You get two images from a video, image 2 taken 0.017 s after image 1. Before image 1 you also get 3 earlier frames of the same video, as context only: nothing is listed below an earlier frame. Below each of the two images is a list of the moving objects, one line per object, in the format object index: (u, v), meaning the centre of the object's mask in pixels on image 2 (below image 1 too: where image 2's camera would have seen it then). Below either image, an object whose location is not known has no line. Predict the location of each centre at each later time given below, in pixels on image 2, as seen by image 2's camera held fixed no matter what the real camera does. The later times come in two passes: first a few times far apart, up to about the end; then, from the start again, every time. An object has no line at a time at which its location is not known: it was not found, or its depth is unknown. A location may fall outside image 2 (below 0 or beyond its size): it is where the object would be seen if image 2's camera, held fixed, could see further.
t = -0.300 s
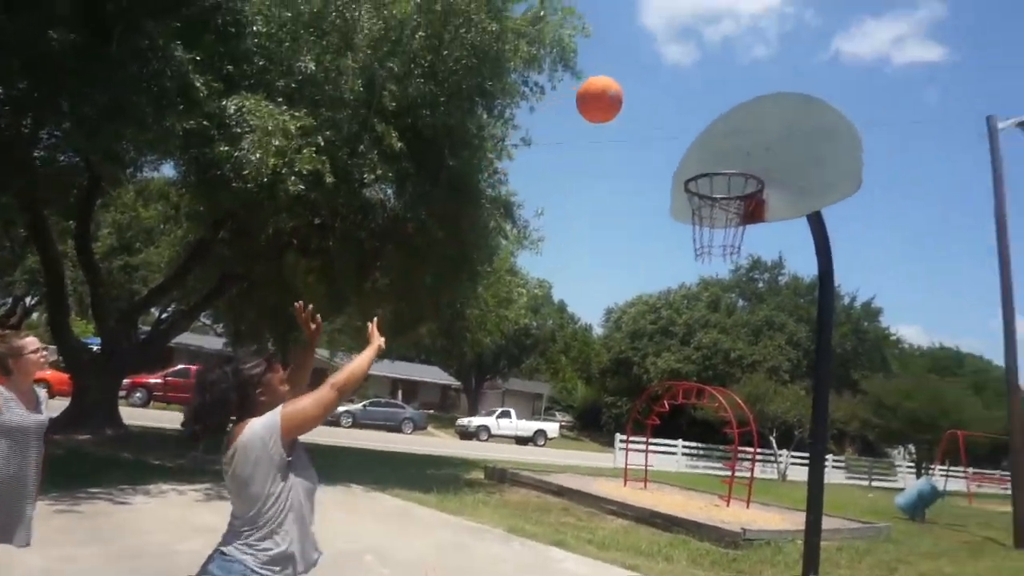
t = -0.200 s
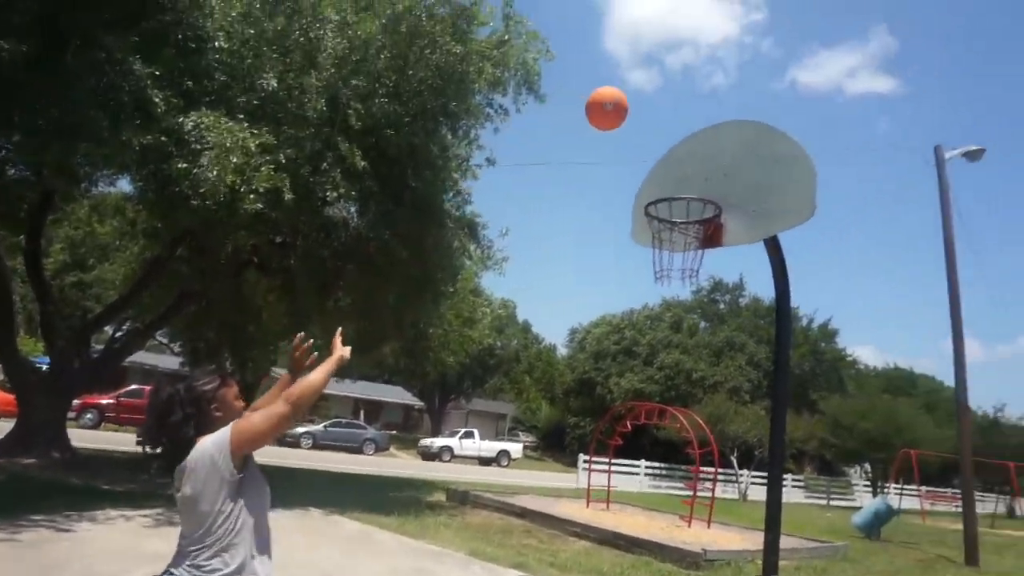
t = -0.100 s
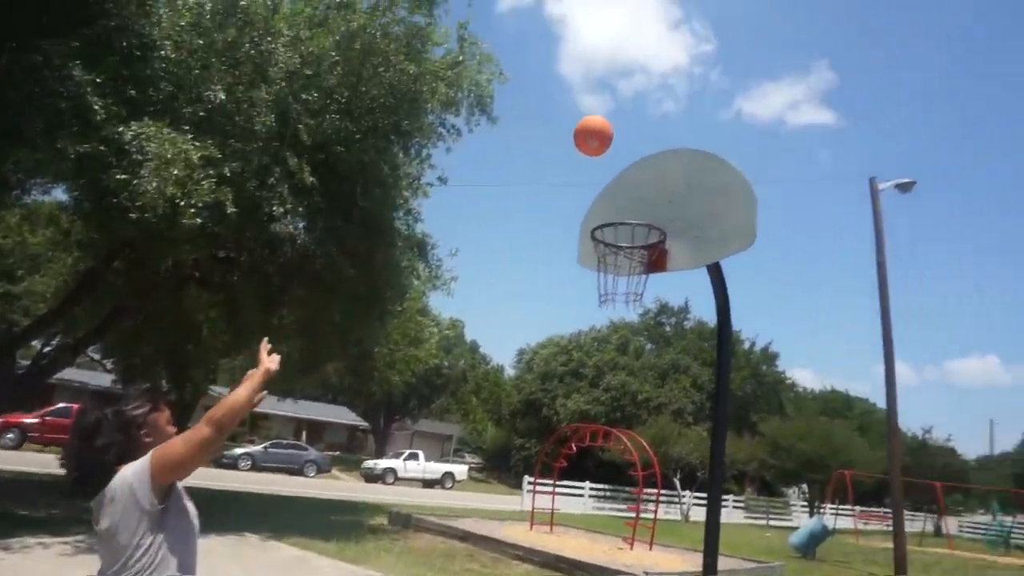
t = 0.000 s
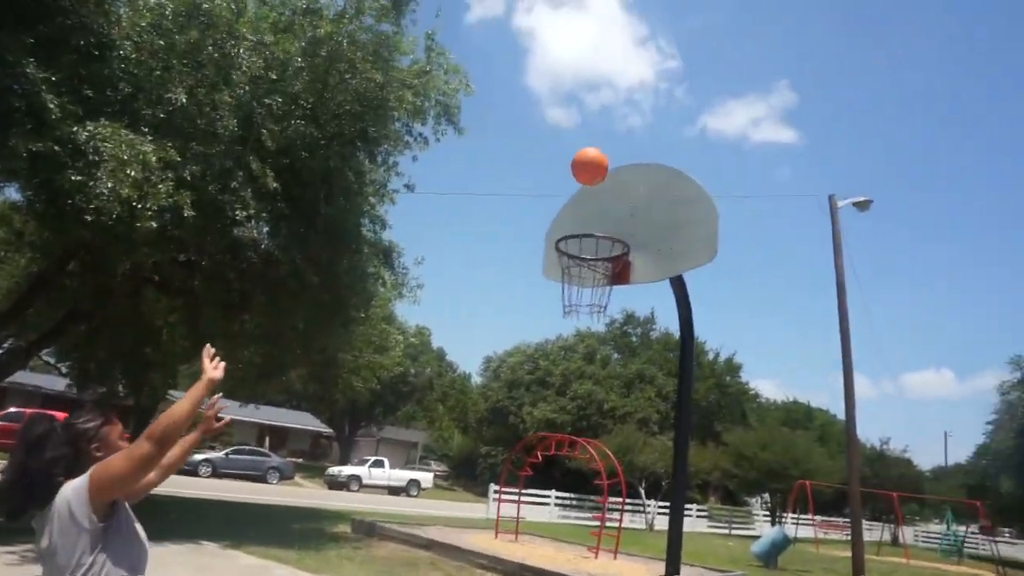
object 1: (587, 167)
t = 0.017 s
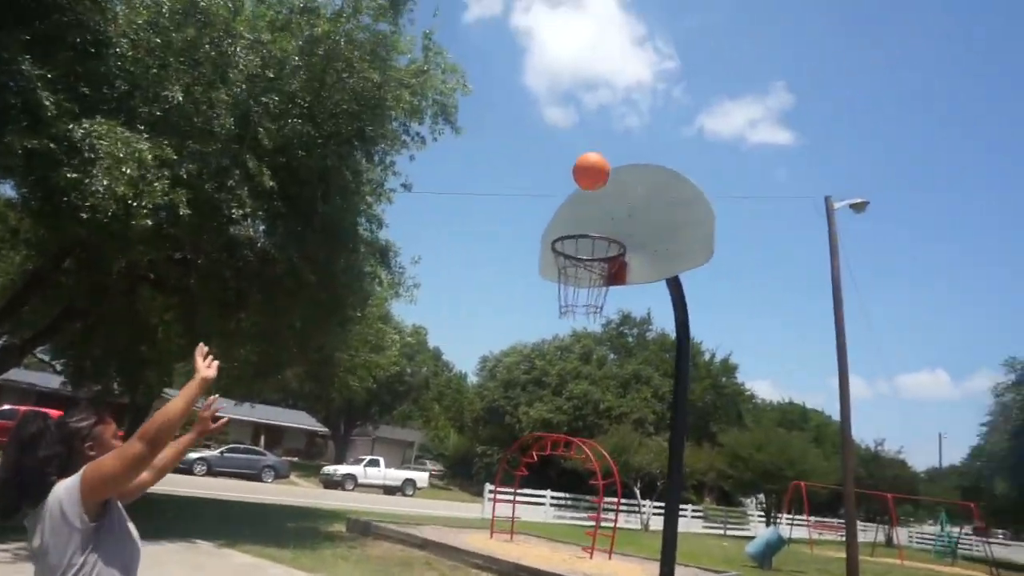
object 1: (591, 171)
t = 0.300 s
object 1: (596, 247)
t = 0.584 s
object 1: (564, 284)
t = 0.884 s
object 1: (572, 340)
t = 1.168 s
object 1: (575, 493)
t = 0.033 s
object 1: (596, 176)
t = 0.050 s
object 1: (603, 180)
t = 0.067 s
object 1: (607, 186)
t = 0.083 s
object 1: (612, 191)
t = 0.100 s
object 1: (616, 196)
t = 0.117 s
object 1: (620, 203)
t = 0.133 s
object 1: (623, 210)
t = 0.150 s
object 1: (626, 217)
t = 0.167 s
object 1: (630, 225)
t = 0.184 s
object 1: (626, 226)
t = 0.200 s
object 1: (623, 227)
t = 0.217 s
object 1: (619, 228)
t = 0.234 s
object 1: (614, 233)
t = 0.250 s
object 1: (610, 236)
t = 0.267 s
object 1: (606, 240)
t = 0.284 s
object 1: (601, 243)
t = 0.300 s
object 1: (596, 247)
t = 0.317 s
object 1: (590, 251)
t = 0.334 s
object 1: (585, 255)
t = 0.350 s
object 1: (580, 256)
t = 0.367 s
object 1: (577, 257)
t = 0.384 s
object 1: (574, 259)
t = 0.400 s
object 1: (571, 261)
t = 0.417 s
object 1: (569, 262)
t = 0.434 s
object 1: (568, 264)
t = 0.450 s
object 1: (567, 266)
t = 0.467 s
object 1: (566, 268)
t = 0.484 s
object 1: (566, 270)
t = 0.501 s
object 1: (565, 272)
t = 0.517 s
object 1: (564, 274)
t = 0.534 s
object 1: (564, 277)
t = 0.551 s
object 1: (564, 279)
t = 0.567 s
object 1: (564, 282)
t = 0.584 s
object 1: (564, 284)
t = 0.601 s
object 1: (564, 287)
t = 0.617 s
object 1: (564, 289)
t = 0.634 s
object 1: (564, 292)
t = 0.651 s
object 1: (564, 294)
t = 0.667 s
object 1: (564, 297)
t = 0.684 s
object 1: (562, 298)
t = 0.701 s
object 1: (562, 300)
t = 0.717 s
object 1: (561, 303)
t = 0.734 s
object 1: (562, 307)
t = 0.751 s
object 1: (563, 309)
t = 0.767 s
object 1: (564, 313)
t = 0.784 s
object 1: (565, 315)
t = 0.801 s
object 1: (566, 318)
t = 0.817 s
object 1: (567, 321)
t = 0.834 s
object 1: (569, 326)
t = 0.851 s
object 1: (570, 329)
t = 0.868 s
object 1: (571, 334)
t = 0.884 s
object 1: (572, 340)
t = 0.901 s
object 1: (572, 346)
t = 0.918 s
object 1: (573, 351)
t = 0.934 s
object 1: (574, 357)
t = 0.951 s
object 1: (575, 362)
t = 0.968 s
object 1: (576, 369)
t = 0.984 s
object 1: (576, 376)
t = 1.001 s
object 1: (576, 385)
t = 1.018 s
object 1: (576, 394)
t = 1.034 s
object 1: (576, 403)
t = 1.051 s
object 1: (576, 413)
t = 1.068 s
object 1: (576, 424)
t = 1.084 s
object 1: (576, 435)
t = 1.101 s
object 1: (576, 446)
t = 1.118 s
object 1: (576, 457)
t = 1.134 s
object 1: (576, 468)
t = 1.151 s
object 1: (576, 480)
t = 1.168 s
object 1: (575, 493)
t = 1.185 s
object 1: (575, 506)
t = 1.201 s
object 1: (575, 520)
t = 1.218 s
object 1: (574, 536)
